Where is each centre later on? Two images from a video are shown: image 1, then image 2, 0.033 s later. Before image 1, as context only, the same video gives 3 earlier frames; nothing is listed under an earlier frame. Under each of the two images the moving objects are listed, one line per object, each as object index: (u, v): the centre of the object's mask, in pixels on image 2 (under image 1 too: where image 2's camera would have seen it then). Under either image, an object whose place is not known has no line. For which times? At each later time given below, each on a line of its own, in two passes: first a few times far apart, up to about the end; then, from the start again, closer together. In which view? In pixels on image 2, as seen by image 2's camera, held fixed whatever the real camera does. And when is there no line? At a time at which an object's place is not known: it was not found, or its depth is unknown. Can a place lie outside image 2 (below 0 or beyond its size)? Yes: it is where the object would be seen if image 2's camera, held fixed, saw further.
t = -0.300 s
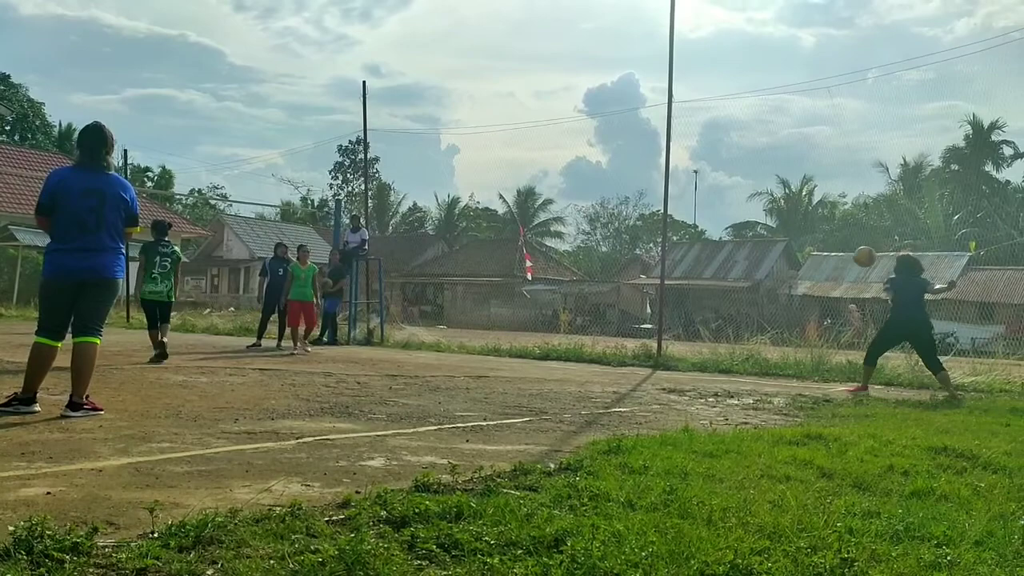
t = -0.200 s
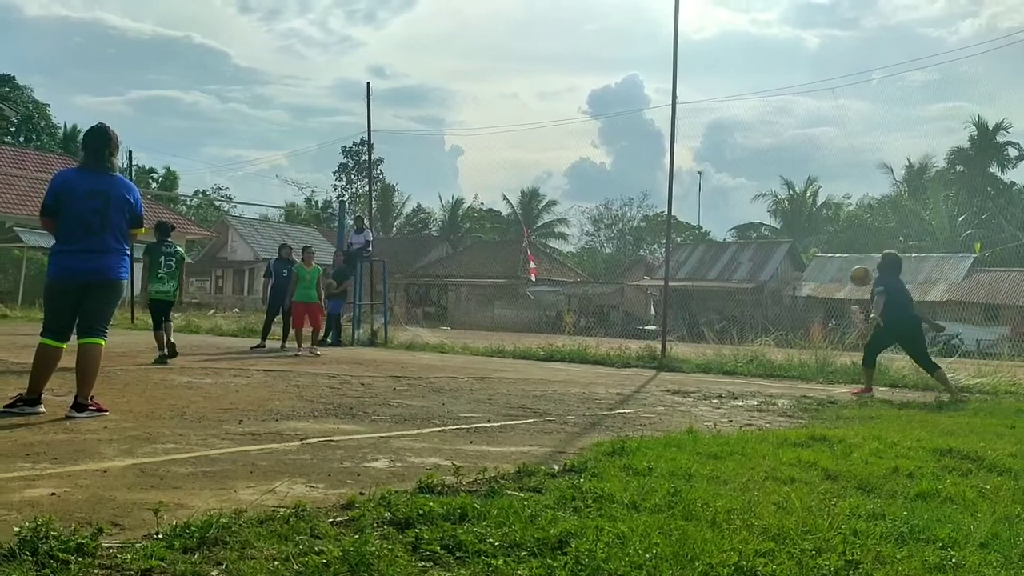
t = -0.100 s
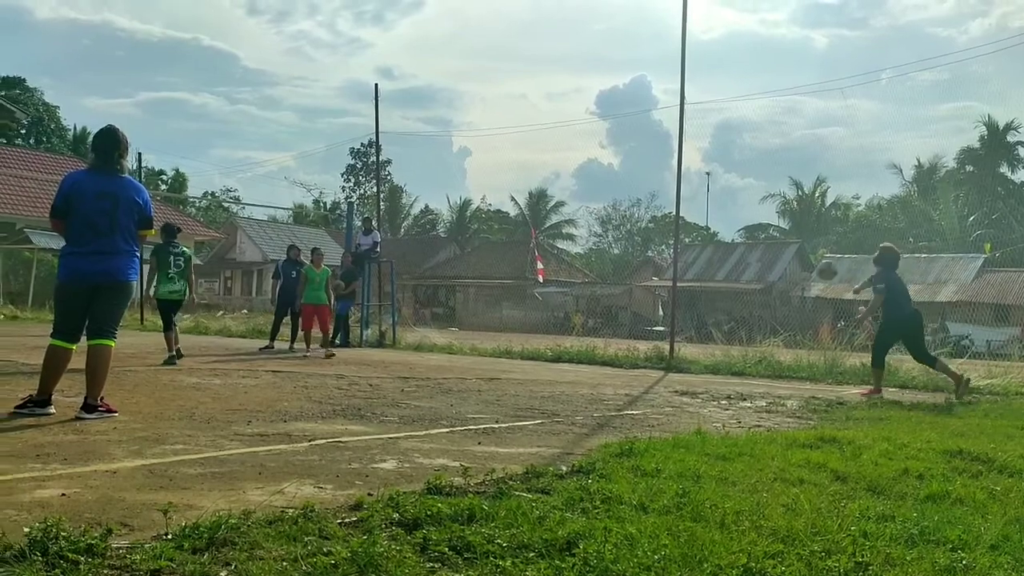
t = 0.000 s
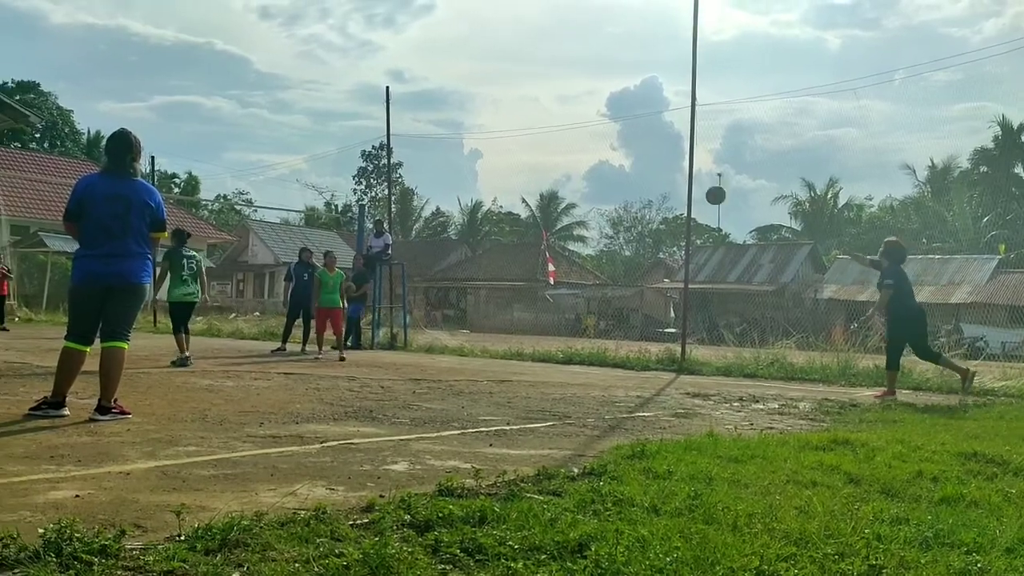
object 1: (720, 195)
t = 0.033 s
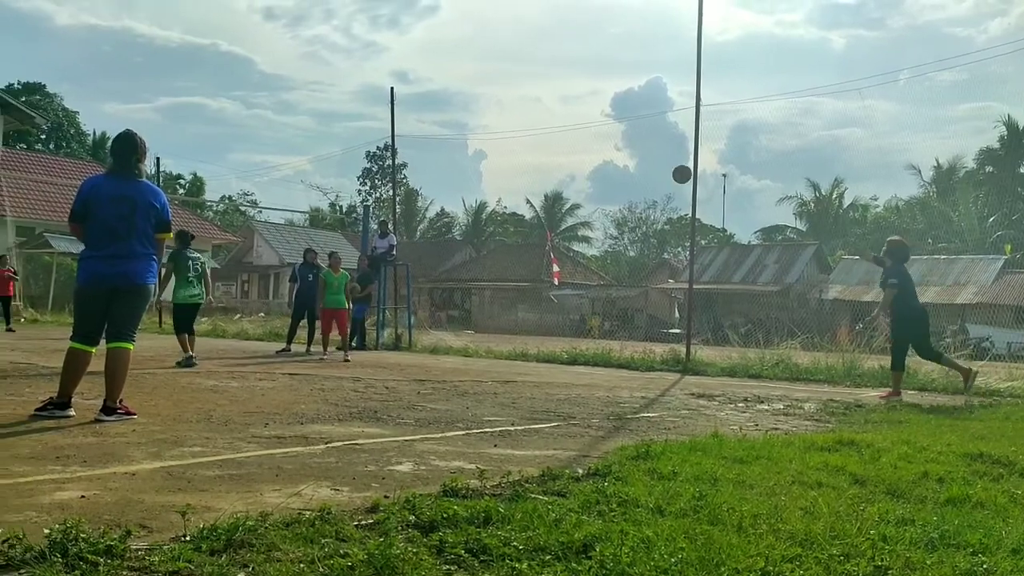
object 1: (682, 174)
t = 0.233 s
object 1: (476, 81)
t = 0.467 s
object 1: (279, 31)
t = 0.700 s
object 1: (115, 25)
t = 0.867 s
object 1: (13, 43)
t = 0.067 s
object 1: (644, 154)
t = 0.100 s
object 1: (608, 137)
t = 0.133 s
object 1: (574, 121)
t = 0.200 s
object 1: (507, 93)
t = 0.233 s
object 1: (476, 81)
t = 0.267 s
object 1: (445, 71)
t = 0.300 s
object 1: (416, 62)
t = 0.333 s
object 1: (387, 54)
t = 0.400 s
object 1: (331, 41)
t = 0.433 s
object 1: (305, 36)
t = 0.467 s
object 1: (279, 31)
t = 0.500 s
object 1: (254, 28)
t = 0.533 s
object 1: (229, 26)
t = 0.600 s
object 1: (182, 23)
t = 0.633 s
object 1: (159, 23)
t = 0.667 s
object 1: (136, 24)
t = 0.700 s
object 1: (115, 25)
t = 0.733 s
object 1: (94, 28)
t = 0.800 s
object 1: (53, 34)
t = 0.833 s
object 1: (33, 38)
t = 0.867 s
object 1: (13, 43)
